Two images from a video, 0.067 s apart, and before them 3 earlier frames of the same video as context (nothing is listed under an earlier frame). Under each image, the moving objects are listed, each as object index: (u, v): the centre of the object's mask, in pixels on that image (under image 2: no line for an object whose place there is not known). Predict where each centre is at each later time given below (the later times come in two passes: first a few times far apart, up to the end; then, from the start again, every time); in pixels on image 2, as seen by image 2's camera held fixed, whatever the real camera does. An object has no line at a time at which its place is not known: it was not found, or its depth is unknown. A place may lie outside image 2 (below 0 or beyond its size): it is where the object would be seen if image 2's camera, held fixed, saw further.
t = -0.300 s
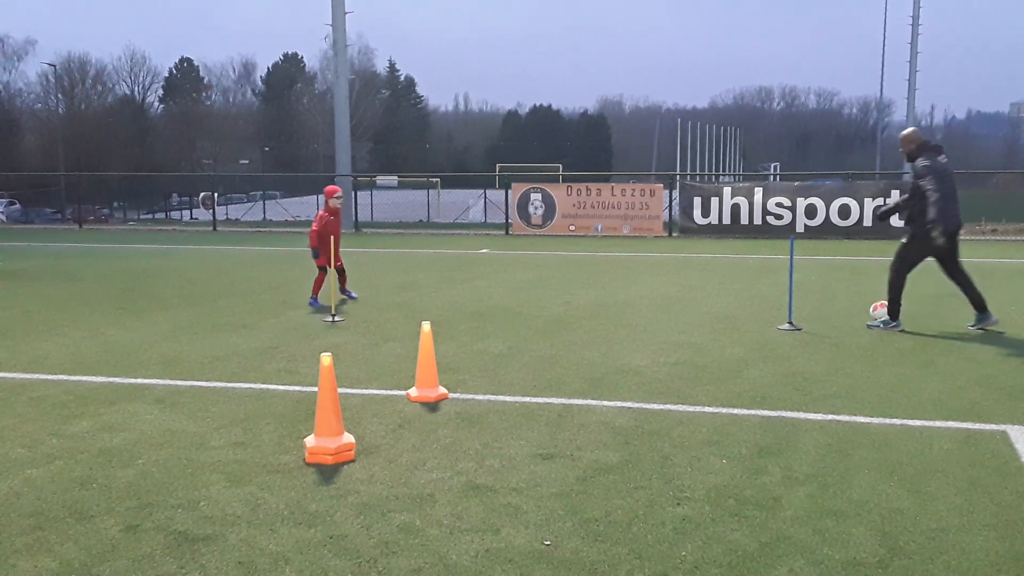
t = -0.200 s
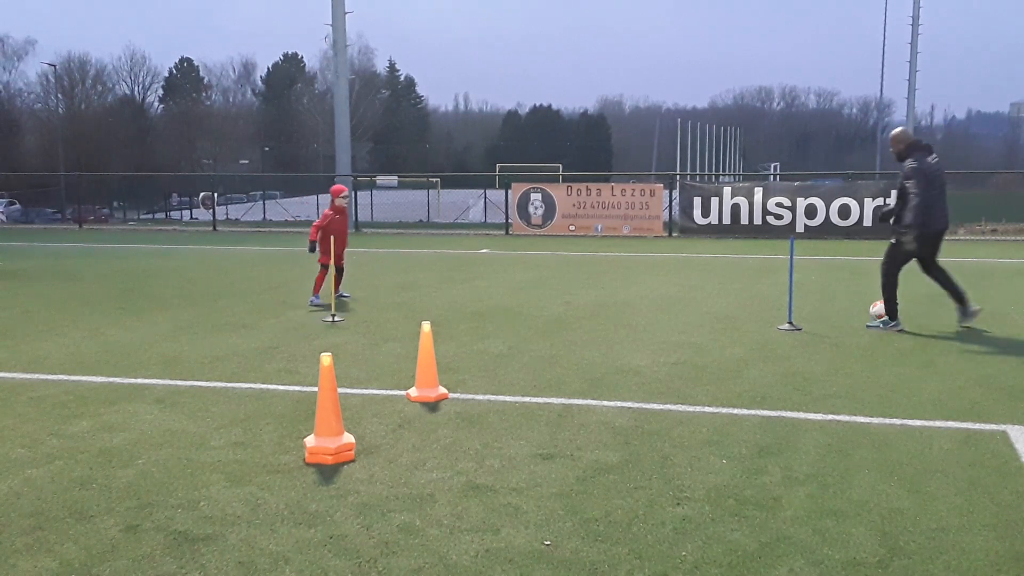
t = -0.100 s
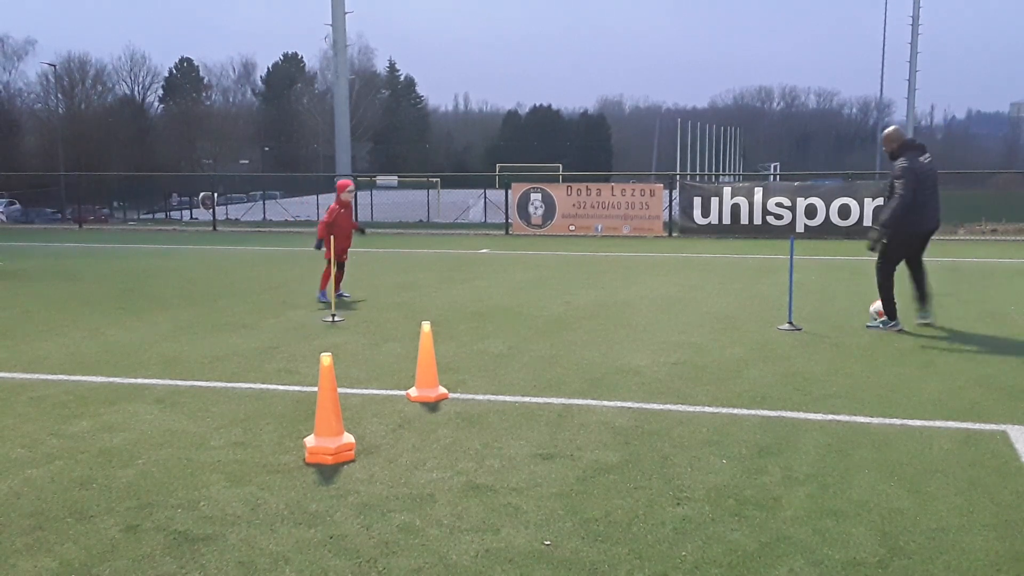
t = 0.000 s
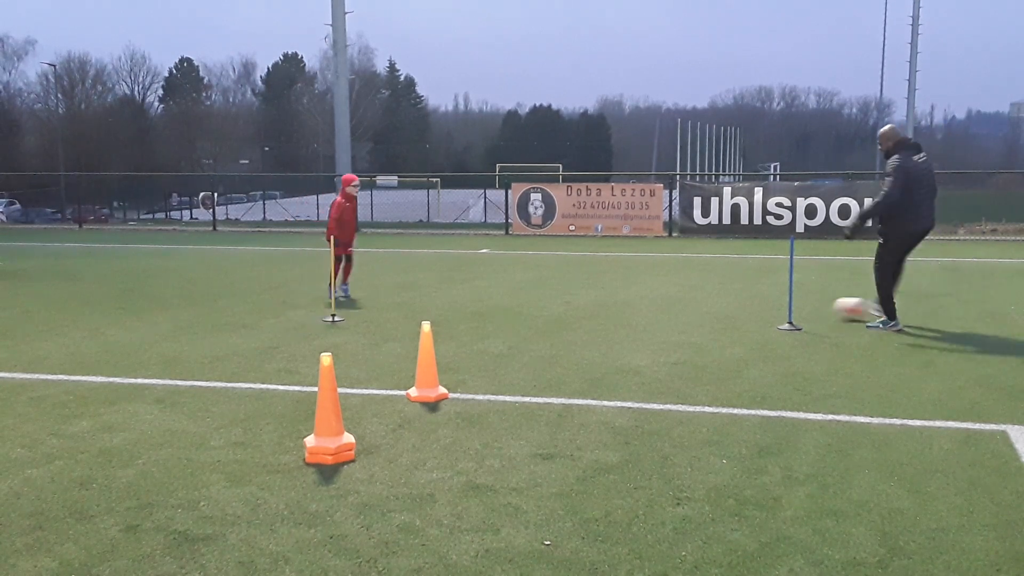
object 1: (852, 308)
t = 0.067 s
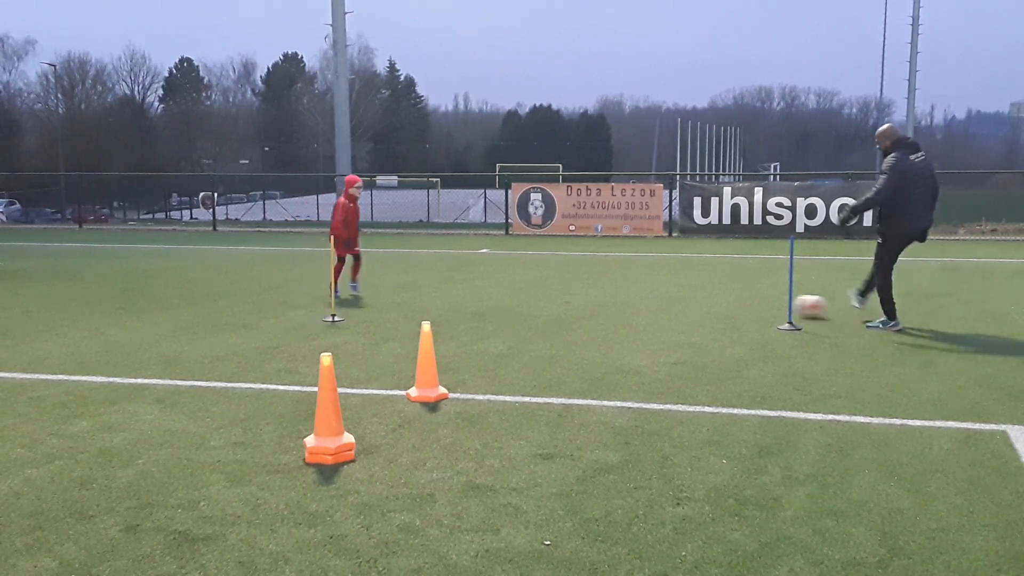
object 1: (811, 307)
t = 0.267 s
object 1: (708, 302)
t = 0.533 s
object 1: (609, 297)
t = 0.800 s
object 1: (531, 293)
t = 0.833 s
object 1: (523, 293)
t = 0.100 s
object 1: (792, 306)
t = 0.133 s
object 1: (773, 305)
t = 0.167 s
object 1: (756, 303)
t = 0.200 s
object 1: (739, 303)
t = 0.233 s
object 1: (722, 303)
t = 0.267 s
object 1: (708, 302)
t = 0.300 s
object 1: (693, 300)
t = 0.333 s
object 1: (678, 300)
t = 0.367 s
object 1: (665, 299)
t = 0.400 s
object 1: (654, 298)
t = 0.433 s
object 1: (643, 298)
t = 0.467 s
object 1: (630, 297)
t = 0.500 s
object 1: (619, 298)
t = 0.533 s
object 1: (609, 297)
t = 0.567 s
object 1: (598, 296)
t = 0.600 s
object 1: (588, 296)
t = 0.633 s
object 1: (579, 295)
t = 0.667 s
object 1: (569, 295)
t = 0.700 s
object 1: (559, 295)
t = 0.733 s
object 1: (550, 294)
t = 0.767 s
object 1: (540, 294)
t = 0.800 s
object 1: (531, 293)
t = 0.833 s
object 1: (523, 293)
